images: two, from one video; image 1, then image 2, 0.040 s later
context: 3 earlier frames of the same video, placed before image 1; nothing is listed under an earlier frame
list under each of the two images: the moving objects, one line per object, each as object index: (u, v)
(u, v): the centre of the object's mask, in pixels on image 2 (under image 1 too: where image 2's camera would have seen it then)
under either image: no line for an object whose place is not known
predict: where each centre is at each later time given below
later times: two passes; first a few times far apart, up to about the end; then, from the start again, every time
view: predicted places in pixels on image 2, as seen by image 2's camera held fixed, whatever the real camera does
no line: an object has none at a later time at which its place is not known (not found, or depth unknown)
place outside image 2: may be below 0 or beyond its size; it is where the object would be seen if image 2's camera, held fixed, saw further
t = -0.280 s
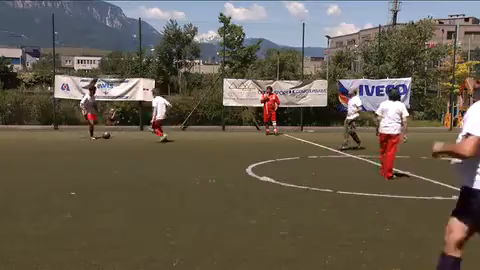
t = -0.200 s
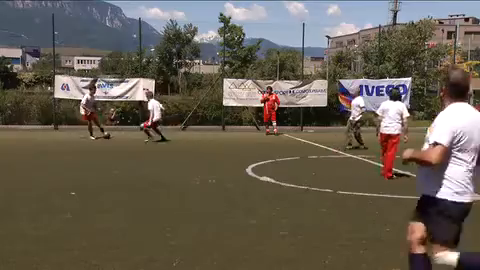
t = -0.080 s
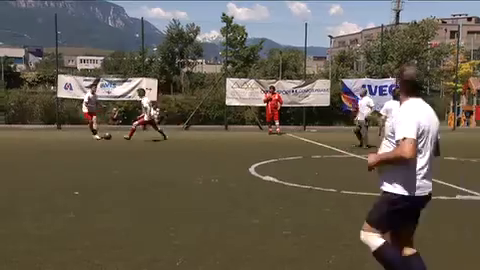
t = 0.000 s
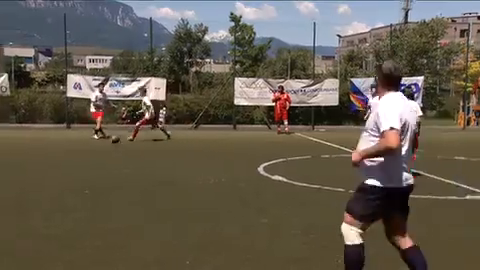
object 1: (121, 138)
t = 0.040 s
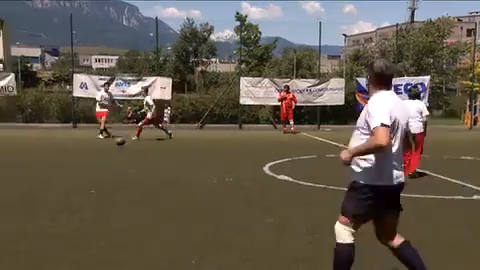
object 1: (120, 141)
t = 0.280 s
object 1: (115, 155)
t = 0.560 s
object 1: (110, 173)
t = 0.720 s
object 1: (104, 186)
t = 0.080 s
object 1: (119, 146)
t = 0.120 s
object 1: (119, 148)
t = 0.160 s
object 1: (118, 148)
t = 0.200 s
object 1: (117, 150)
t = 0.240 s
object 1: (116, 152)
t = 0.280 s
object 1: (115, 155)
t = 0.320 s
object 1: (115, 159)
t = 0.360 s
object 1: (114, 161)
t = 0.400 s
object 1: (113, 162)
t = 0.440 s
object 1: (112, 165)
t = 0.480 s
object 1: (112, 168)
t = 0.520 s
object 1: (111, 172)
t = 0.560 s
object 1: (110, 173)
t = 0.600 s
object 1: (110, 174)
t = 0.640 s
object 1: (108, 178)
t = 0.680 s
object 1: (107, 183)
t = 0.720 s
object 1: (104, 186)
